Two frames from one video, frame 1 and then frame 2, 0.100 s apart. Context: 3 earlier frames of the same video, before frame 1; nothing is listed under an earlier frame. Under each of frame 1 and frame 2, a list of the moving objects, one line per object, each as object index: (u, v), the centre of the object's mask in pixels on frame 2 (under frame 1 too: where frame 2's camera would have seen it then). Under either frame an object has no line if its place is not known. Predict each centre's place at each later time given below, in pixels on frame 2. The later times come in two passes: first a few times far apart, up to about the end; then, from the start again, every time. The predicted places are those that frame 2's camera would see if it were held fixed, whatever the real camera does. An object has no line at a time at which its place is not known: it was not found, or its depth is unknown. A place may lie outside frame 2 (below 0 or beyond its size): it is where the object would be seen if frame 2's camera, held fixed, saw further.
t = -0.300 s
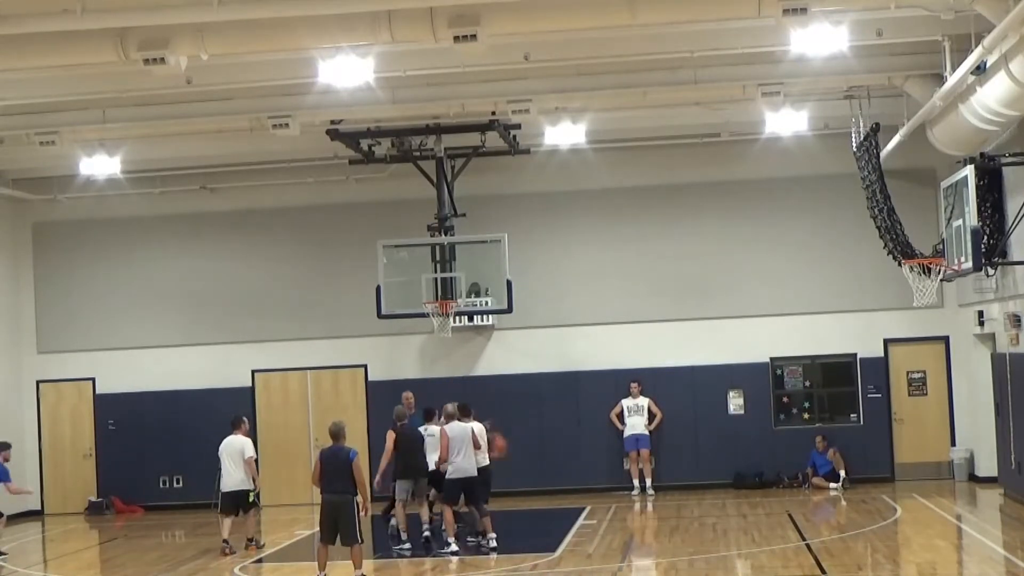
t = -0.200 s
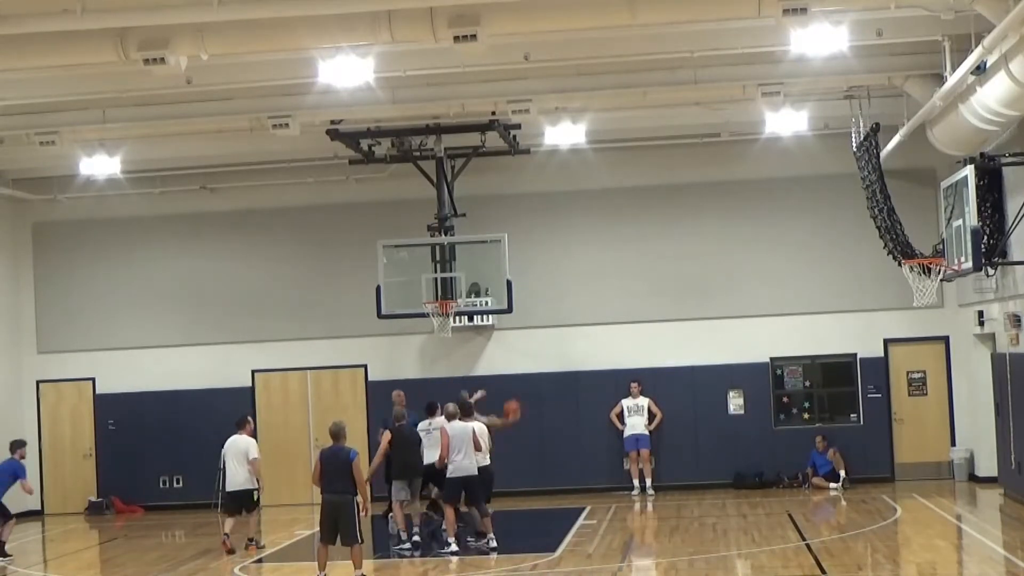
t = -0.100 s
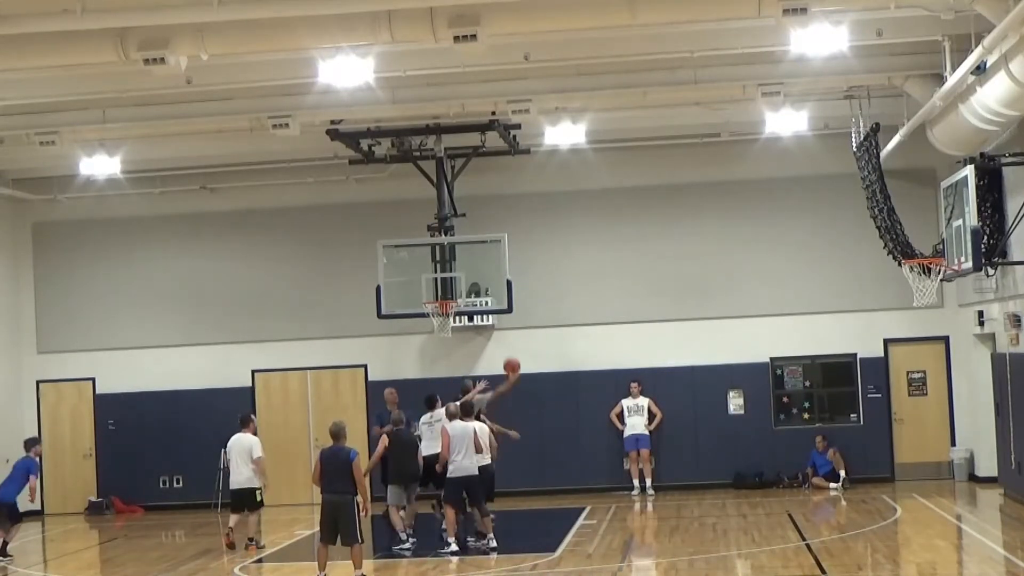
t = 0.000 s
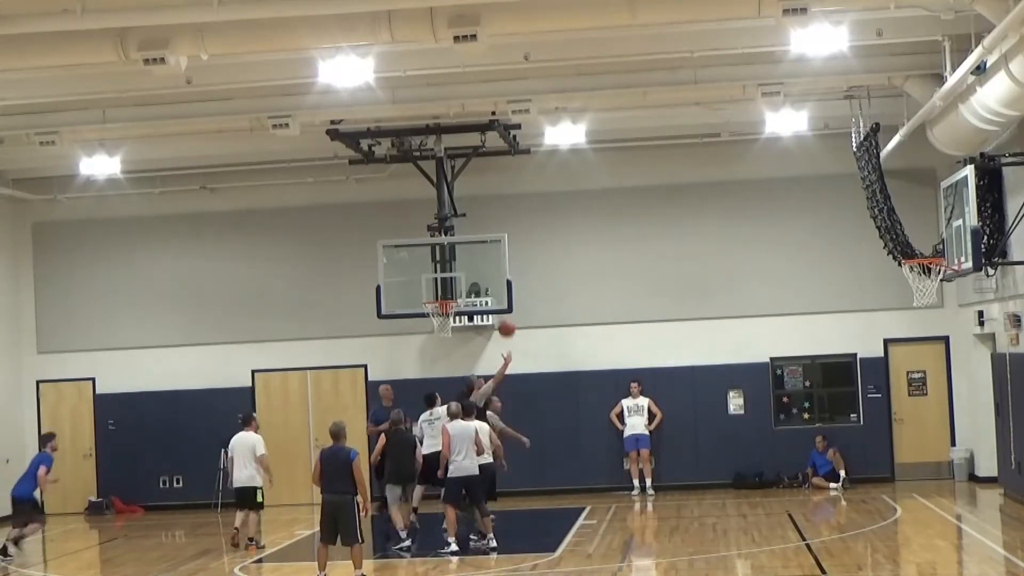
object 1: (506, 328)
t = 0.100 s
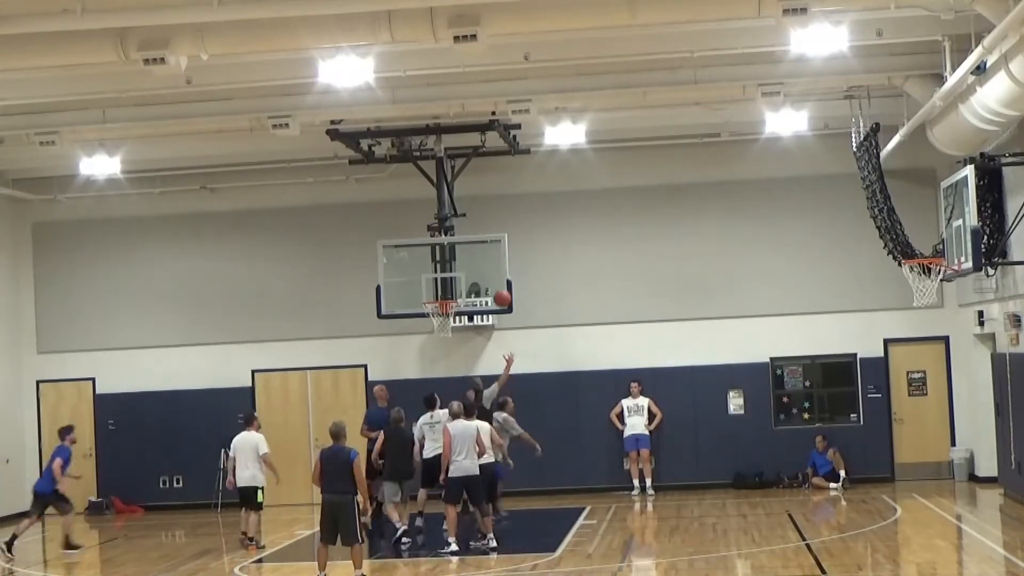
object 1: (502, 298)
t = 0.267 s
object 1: (495, 265)
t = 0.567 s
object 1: (482, 259)
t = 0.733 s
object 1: (475, 285)
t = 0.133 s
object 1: (500, 290)
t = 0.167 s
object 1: (499, 282)
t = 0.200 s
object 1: (497, 276)
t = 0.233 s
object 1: (496, 270)
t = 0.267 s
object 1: (495, 265)
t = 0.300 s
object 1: (494, 260)
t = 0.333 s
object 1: (492, 257)
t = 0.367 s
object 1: (491, 254)
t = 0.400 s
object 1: (490, 253)
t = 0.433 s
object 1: (488, 252)
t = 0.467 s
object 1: (486, 253)
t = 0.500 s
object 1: (485, 254)
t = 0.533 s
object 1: (483, 256)
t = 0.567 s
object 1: (482, 259)
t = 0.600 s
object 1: (480, 263)
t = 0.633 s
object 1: (479, 268)
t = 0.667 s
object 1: (478, 272)
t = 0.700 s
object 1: (476, 278)
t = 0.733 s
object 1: (475, 285)
